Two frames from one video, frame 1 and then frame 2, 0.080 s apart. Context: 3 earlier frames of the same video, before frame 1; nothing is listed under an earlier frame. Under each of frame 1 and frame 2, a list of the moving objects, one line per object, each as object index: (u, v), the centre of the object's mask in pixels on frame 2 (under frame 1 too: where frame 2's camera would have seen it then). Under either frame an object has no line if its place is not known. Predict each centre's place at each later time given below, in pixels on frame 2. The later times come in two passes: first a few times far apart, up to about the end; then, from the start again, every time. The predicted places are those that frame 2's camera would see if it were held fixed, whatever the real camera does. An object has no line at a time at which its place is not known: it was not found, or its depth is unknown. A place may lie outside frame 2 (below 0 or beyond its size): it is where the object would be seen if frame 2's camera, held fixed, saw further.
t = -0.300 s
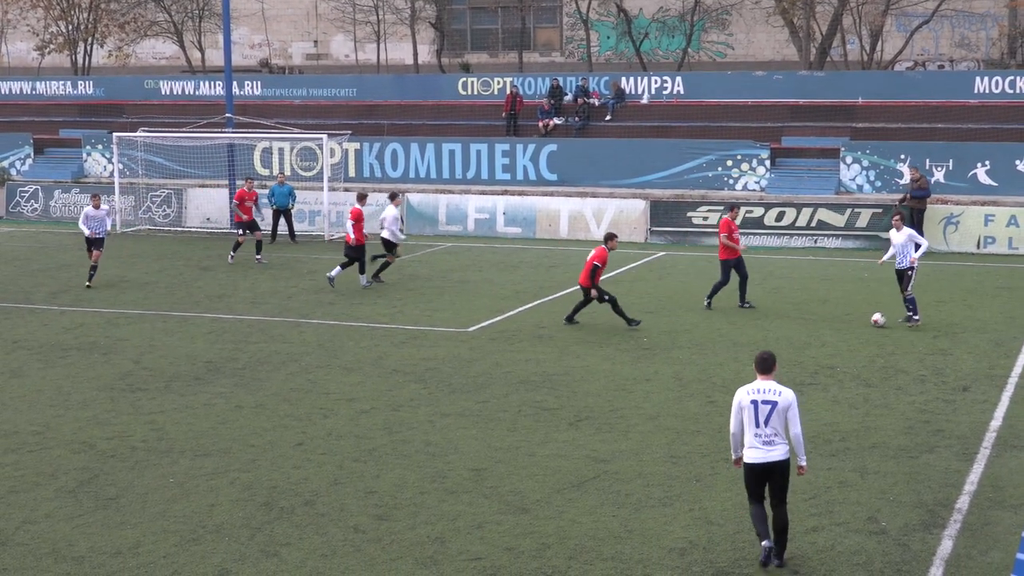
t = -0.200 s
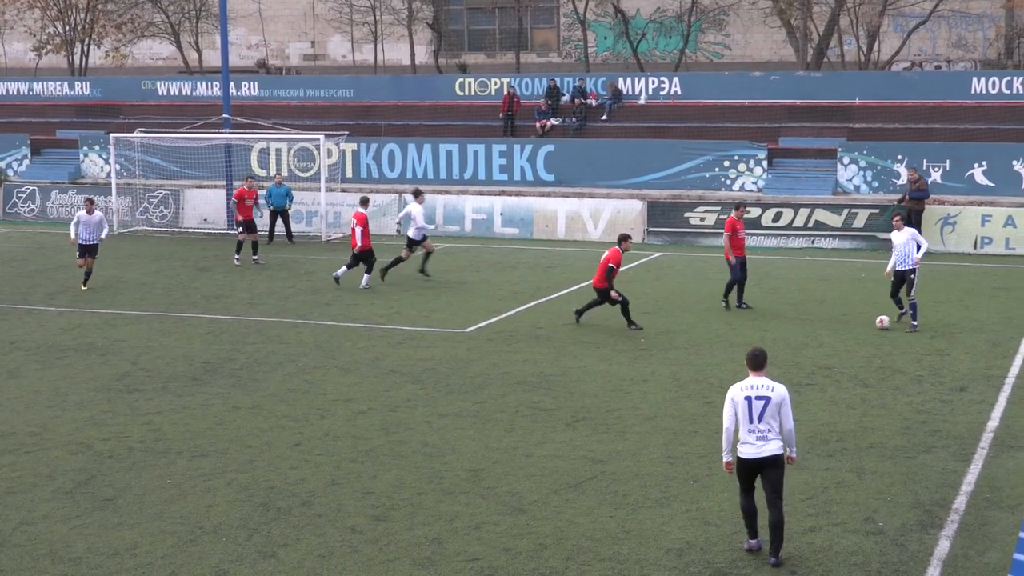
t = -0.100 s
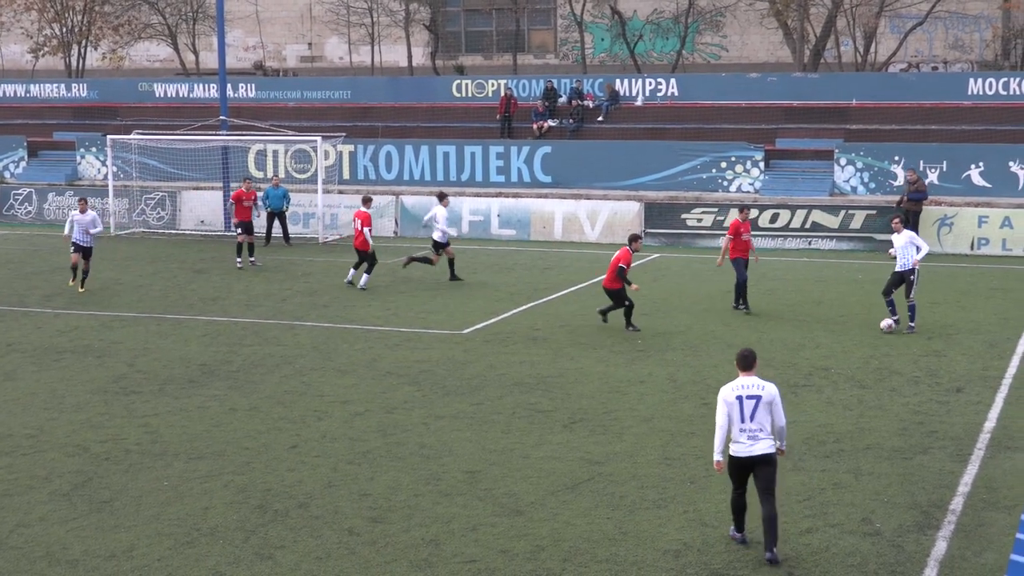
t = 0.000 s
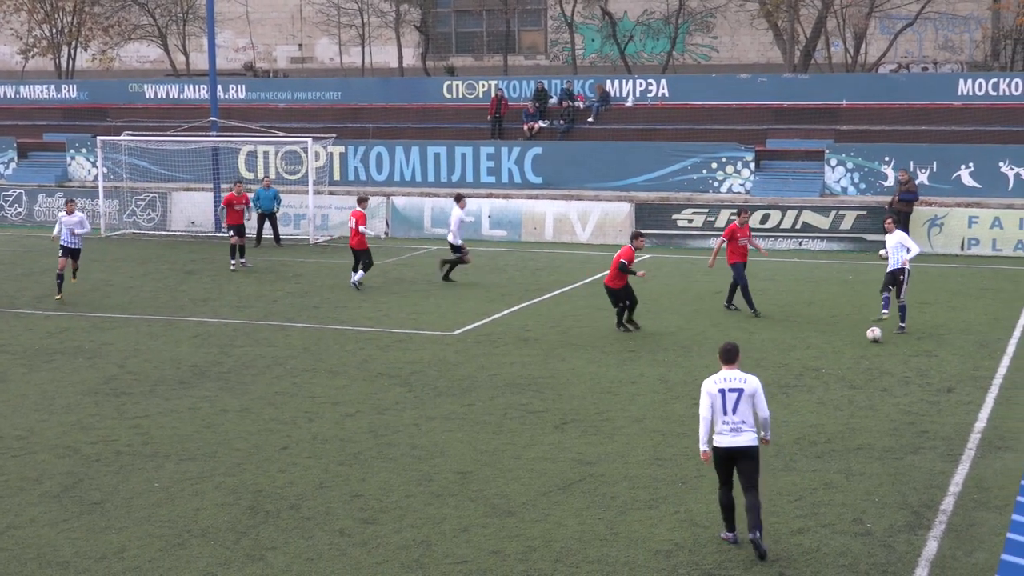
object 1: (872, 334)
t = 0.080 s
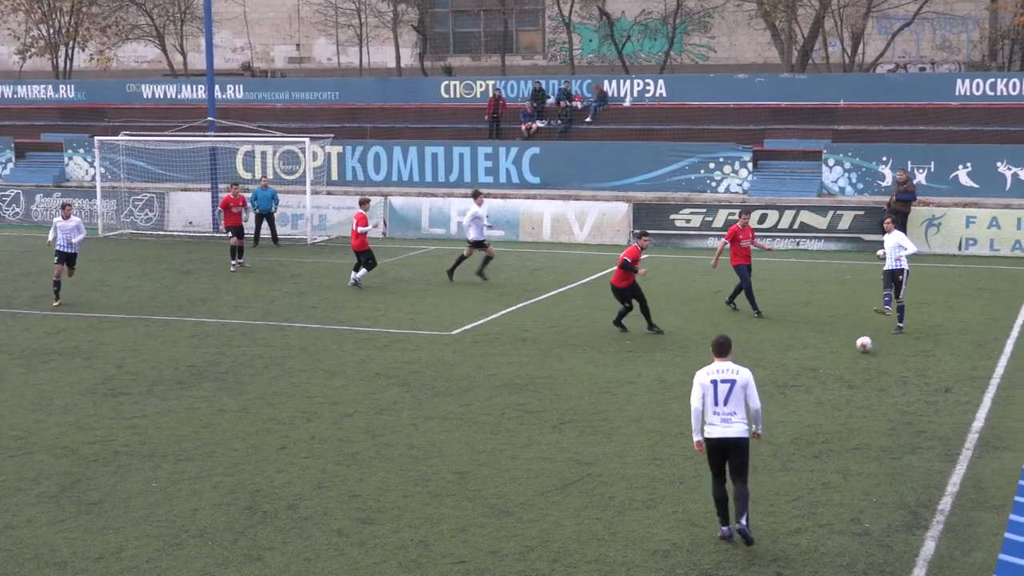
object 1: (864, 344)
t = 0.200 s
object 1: (852, 359)
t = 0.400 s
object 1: (835, 383)
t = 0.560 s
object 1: (821, 406)
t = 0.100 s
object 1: (862, 345)
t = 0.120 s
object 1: (860, 348)
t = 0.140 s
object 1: (858, 349)
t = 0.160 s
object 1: (856, 353)
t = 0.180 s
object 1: (854, 355)
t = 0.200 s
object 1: (852, 359)
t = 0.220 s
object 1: (850, 363)
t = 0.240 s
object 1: (848, 367)
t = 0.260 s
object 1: (847, 368)
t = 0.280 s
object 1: (845, 369)
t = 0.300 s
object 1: (844, 370)
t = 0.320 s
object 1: (842, 372)
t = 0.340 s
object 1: (840, 374)
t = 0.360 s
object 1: (838, 377)
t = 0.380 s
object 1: (836, 380)
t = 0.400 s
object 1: (835, 383)
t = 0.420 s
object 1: (833, 387)
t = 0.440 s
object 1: (831, 391)
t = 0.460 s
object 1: (829, 397)
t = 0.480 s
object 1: (827, 401)
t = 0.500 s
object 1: (825, 402)
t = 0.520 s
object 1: (824, 402)
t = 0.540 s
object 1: (823, 404)
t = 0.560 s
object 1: (821, 406)
